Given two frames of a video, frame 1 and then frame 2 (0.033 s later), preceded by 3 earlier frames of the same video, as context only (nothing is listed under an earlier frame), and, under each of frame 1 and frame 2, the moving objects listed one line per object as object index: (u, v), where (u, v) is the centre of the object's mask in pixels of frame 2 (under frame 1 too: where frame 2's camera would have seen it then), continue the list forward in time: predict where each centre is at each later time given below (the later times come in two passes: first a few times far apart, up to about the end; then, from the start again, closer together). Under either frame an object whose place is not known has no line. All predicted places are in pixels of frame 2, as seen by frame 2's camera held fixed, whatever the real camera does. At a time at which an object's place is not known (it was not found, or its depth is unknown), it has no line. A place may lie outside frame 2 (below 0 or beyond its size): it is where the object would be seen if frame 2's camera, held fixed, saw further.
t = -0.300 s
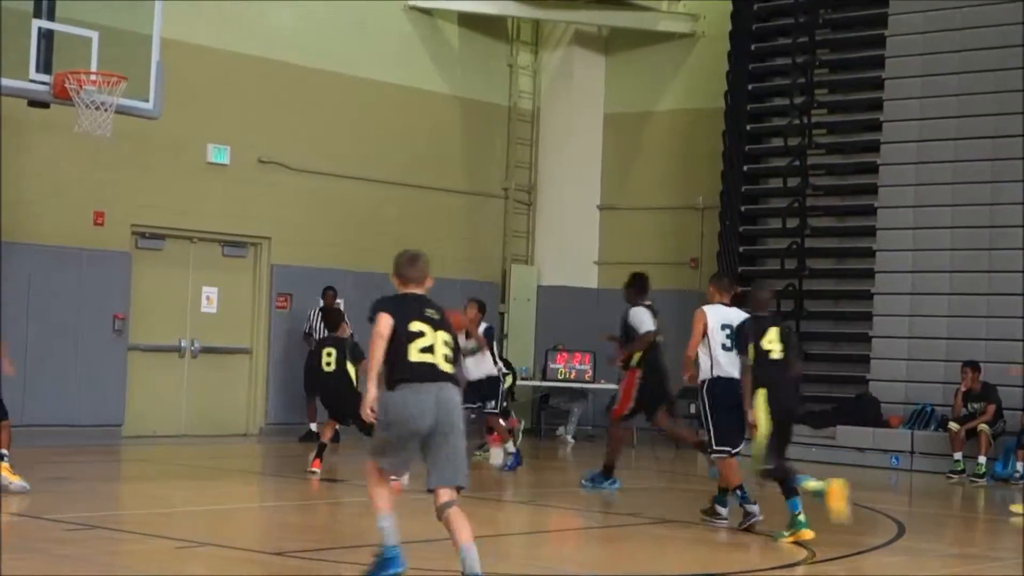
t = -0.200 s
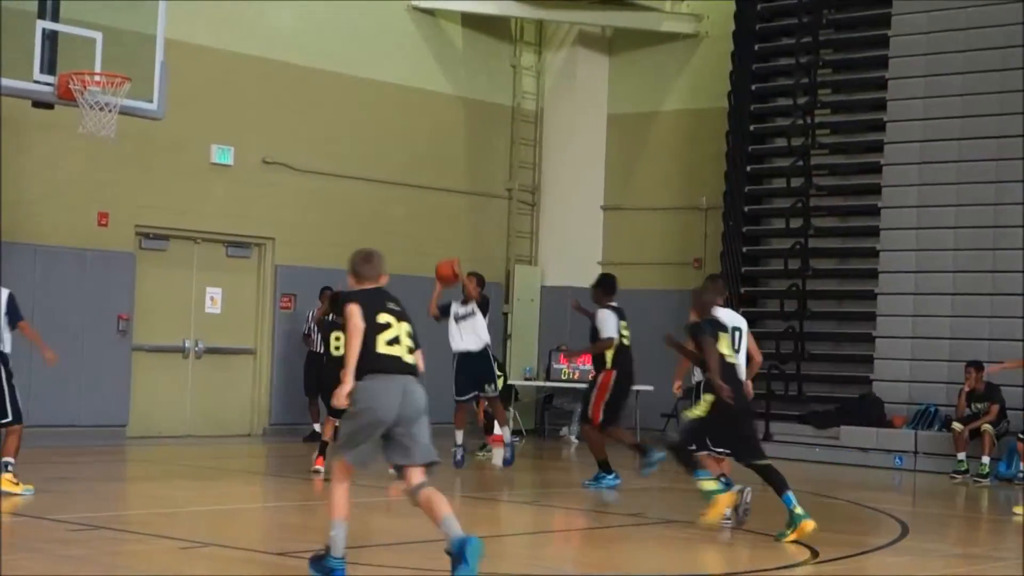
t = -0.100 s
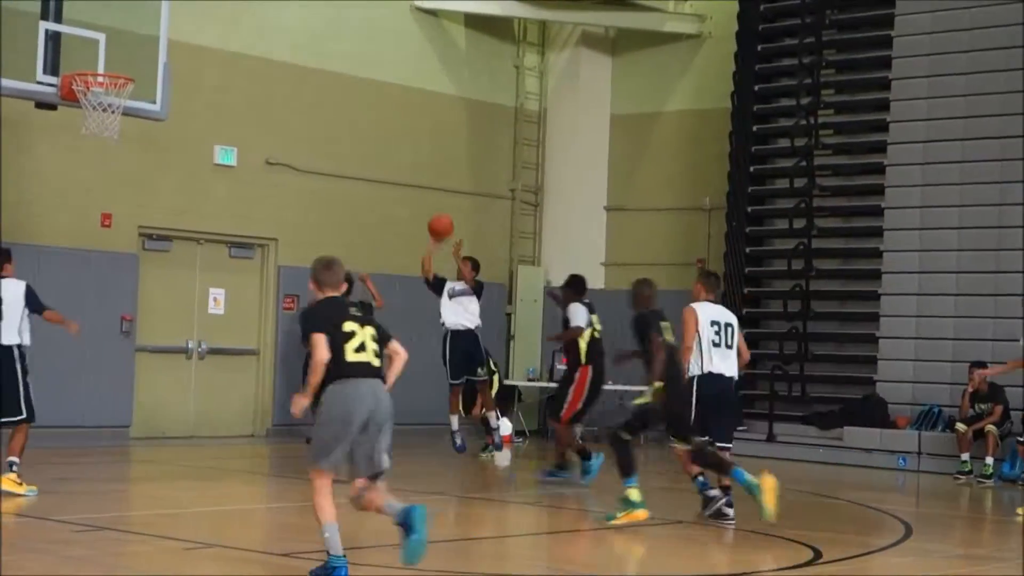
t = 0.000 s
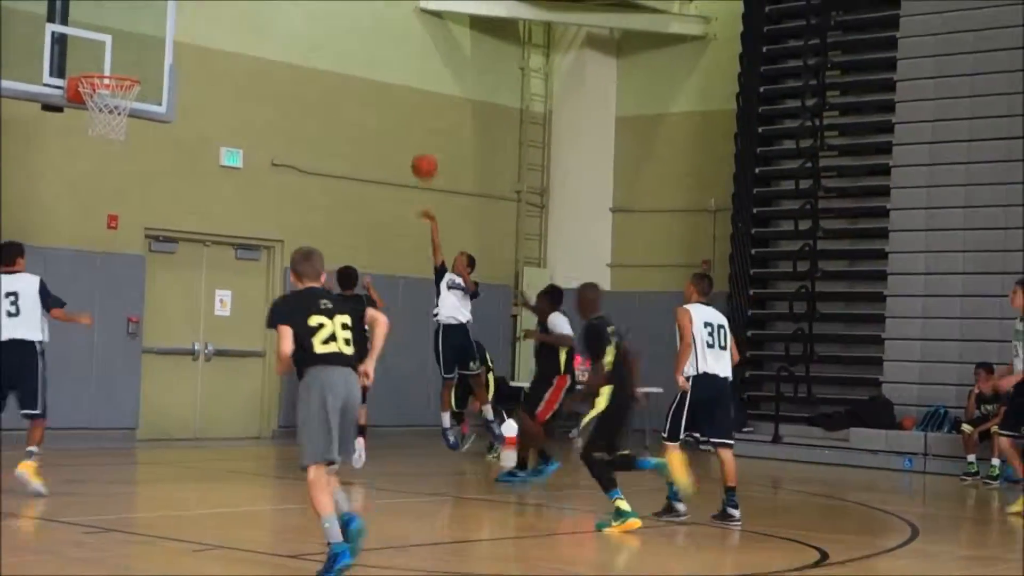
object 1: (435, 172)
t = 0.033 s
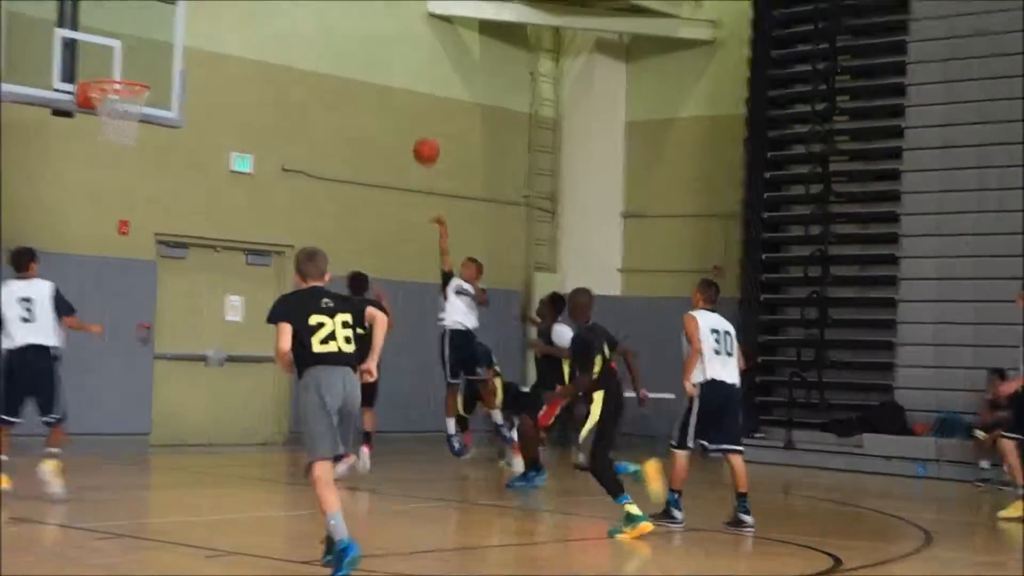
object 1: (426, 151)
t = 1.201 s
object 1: (131, 104)
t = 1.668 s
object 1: (72, 201)
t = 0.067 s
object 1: (418, 132)
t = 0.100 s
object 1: (409, 114)
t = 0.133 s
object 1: (401, 97)
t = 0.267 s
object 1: (366, 39)
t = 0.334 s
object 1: (347, 16)
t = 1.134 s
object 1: (127, 92)
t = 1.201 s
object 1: (131, 104)
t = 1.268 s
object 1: (125, 116)
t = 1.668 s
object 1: (72, 201)
